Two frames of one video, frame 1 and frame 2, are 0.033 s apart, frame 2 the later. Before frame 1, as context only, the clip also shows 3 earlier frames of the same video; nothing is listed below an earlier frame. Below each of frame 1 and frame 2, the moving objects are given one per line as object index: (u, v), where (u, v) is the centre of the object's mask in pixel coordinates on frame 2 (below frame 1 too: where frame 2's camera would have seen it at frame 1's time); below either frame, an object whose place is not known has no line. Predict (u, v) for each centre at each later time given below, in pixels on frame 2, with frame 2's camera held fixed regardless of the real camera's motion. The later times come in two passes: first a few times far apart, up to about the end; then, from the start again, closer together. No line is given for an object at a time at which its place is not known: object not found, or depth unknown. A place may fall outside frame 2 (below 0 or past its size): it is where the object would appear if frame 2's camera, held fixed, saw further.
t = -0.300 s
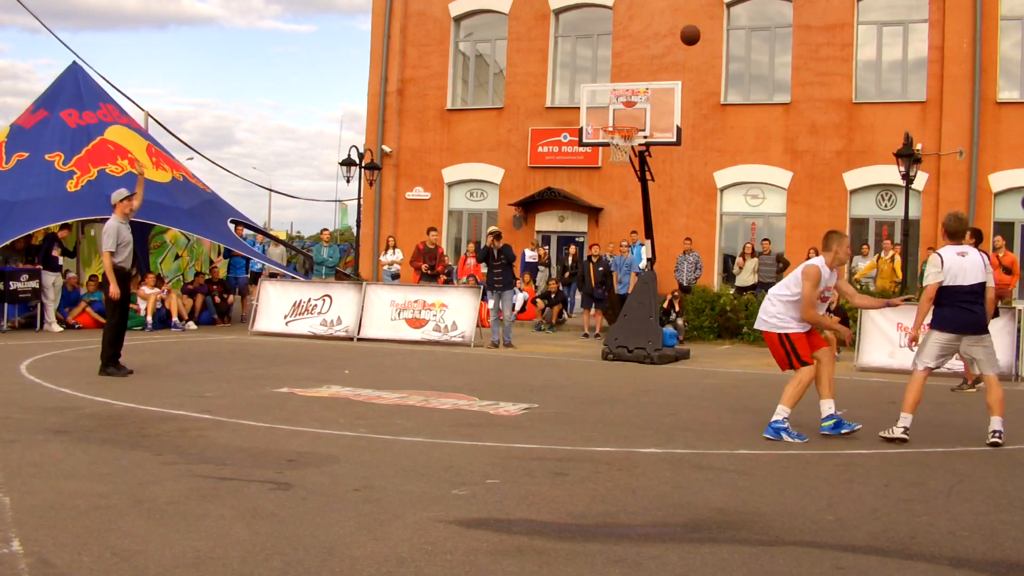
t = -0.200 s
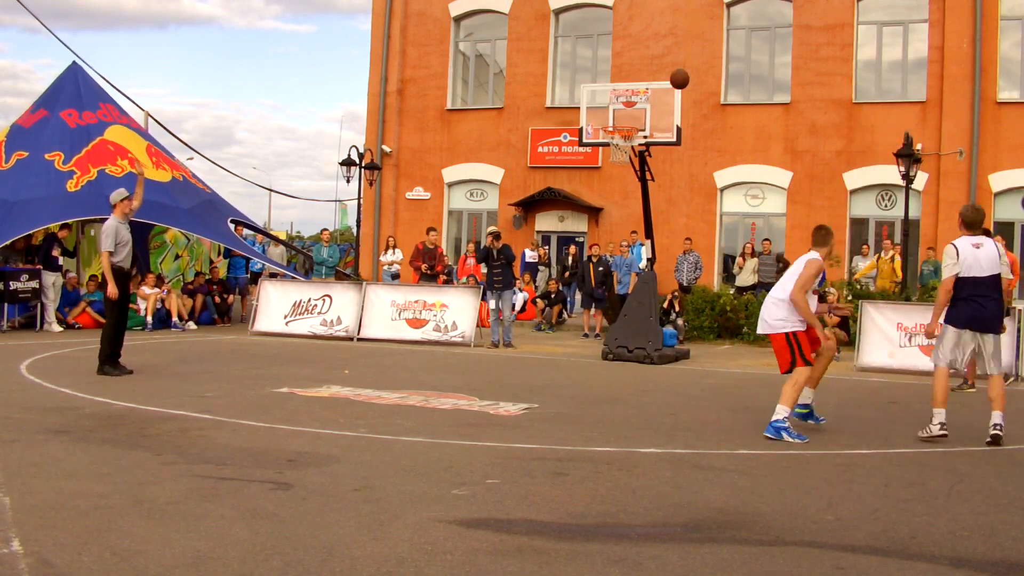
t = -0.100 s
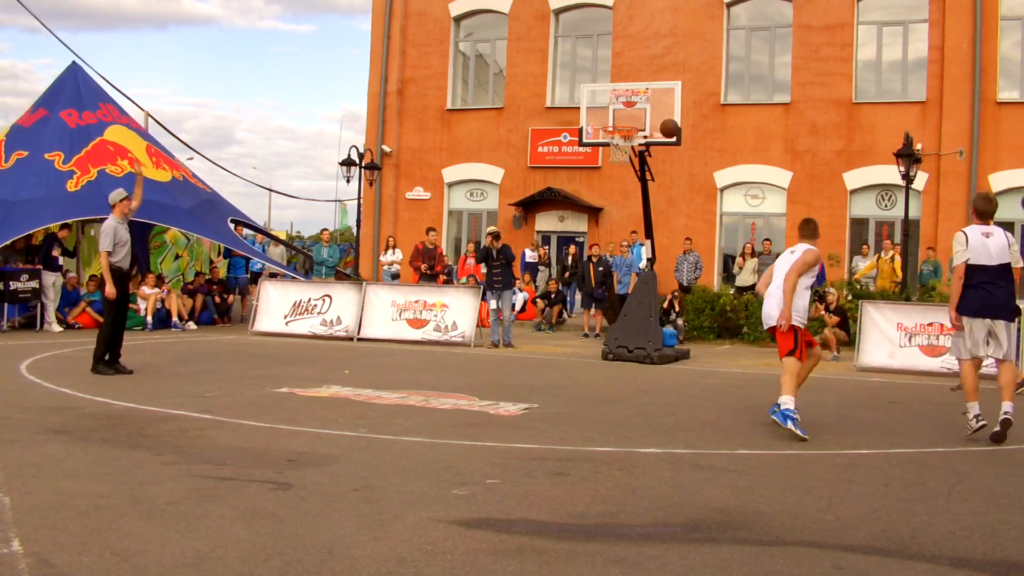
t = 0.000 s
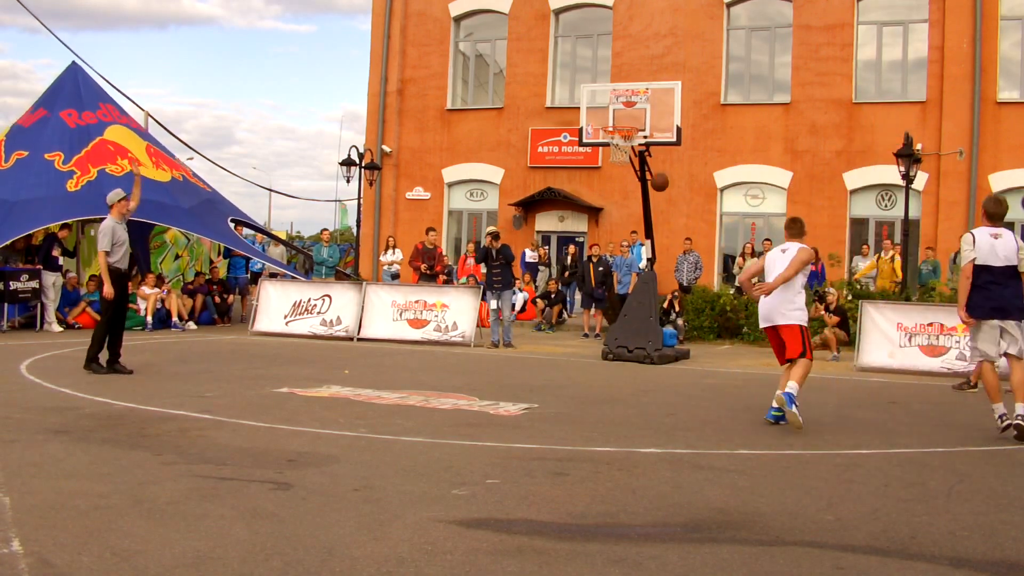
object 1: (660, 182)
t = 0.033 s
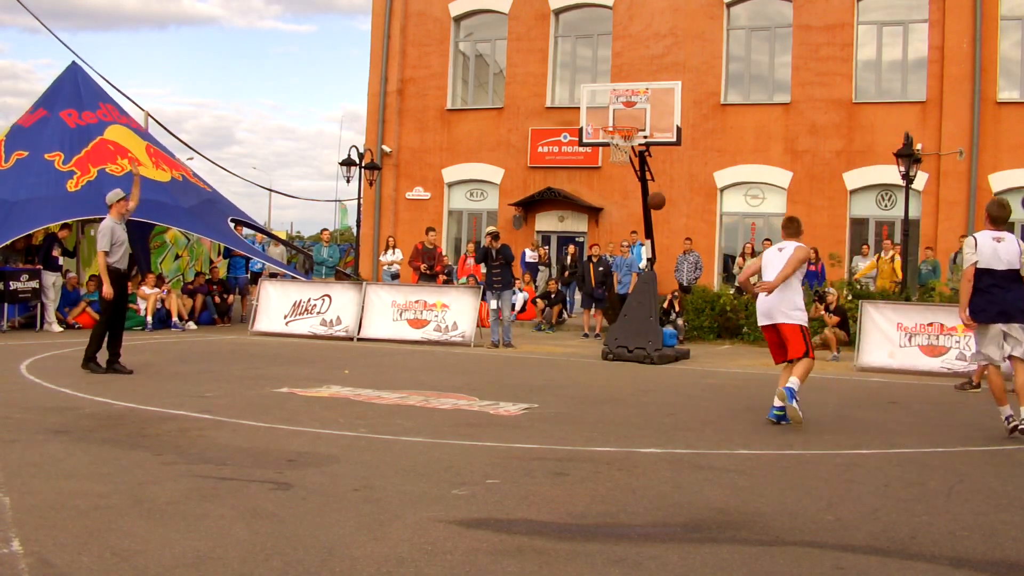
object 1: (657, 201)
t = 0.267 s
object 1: (622, 301)
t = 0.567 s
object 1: (543, 333)
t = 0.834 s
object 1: (475, 300)
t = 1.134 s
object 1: (387, 340)
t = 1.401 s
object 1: (302, 330)
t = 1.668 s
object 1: (206, 328)
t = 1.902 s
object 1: (112, 370)
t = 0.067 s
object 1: (653, 220)
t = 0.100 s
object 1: (650, 239)
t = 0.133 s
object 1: (647, 259)
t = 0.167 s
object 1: (646, 279)
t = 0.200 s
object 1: (639, 291)
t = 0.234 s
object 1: (630, 296)
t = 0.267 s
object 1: (622, 301)
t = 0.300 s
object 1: (612, 311)
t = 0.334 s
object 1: (604, 316)
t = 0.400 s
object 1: (584, 335)
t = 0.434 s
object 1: (575, 346)
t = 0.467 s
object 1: (565, 358)
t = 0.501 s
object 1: (558, 350)
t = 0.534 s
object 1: (551, 342)
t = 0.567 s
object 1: (543, 333)
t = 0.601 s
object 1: (534, 327)
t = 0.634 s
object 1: (527, 320)
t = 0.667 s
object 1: (519, 314)
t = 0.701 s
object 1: (510, 310)
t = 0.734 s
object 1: (502, 306)
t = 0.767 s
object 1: (493, 303)
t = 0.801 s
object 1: (484, 302)
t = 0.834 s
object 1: (475, 300)
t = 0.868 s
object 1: (466, 300)
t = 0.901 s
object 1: (457, 301)
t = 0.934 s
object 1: (447, 303)
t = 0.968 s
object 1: (438, 307)
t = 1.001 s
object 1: (428, 311)
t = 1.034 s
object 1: (418, 317)
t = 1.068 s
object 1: (408, 323)
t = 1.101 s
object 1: (398, 332)
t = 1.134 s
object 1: (387, 340)
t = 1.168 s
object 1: (377, 350)
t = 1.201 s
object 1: (366, 362)
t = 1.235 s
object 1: (356, 366)
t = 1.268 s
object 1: (346, 357)
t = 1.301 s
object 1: (335, 349)
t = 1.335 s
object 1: (324, 341)
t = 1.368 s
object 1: (313, 335)
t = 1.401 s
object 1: (302, 330)
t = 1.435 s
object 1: (291, 325)
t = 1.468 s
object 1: (279, 322)
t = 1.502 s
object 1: (267, 320)
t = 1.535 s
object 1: (256, 319)
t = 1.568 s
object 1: (243, 319)
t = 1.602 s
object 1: (230, 321)
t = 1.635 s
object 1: (218, 324)
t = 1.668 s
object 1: (206, 328)
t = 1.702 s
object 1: (193, 334)
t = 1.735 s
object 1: (180, 341)
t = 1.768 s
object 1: (166, 349)
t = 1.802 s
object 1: (153, 359)
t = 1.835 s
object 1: (139, 370)
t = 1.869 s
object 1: (125, 380)
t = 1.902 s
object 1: (112, 370)
